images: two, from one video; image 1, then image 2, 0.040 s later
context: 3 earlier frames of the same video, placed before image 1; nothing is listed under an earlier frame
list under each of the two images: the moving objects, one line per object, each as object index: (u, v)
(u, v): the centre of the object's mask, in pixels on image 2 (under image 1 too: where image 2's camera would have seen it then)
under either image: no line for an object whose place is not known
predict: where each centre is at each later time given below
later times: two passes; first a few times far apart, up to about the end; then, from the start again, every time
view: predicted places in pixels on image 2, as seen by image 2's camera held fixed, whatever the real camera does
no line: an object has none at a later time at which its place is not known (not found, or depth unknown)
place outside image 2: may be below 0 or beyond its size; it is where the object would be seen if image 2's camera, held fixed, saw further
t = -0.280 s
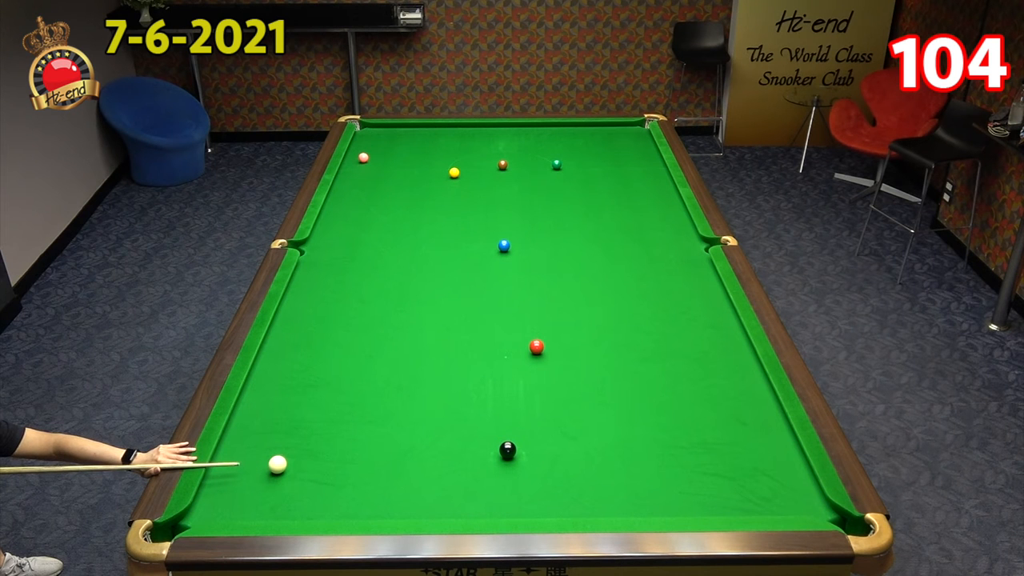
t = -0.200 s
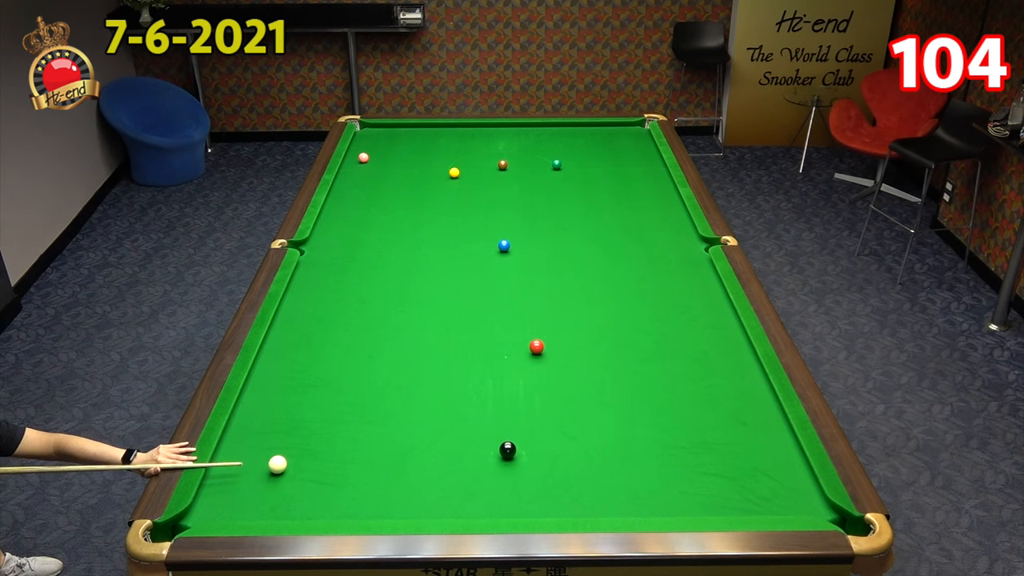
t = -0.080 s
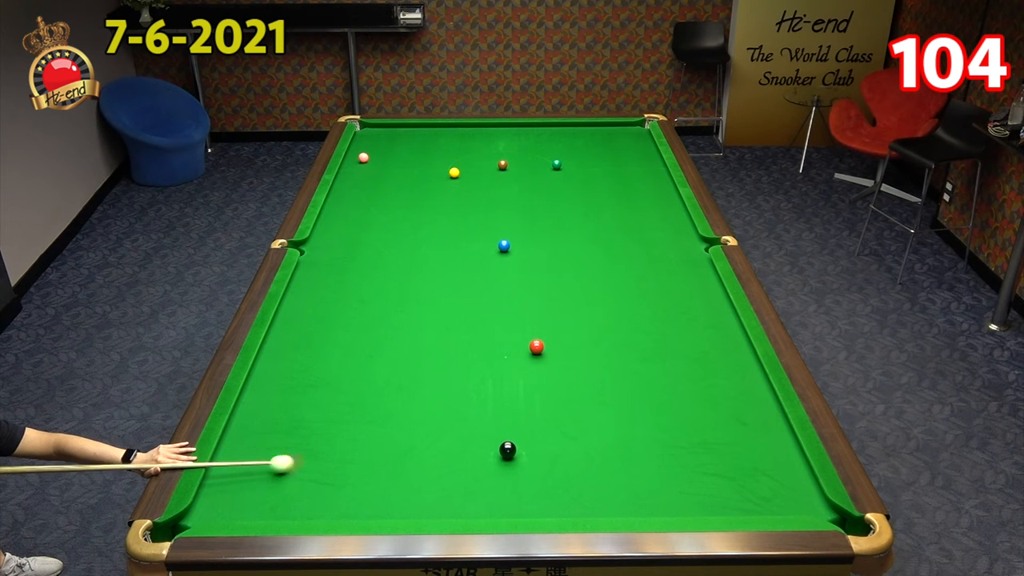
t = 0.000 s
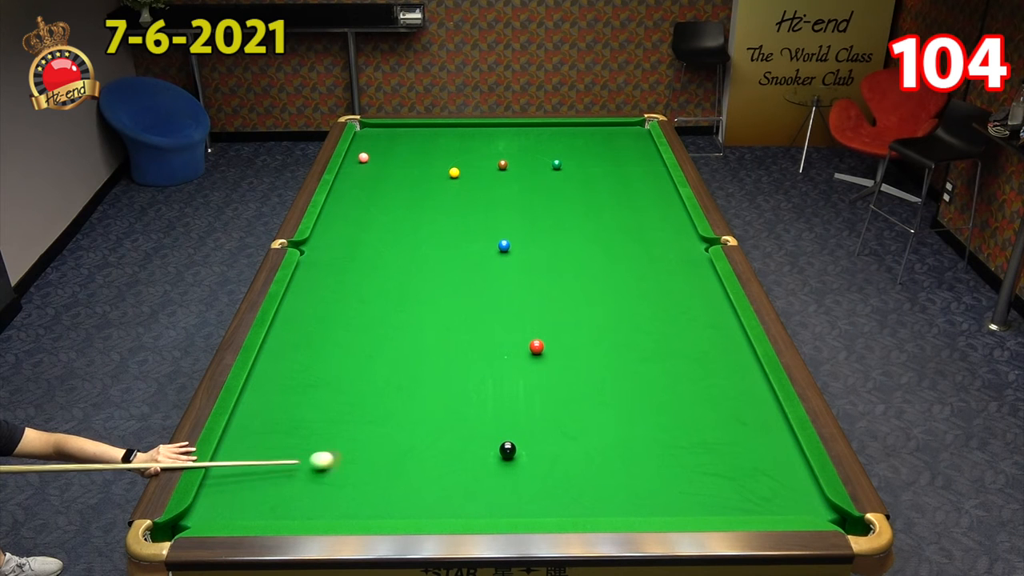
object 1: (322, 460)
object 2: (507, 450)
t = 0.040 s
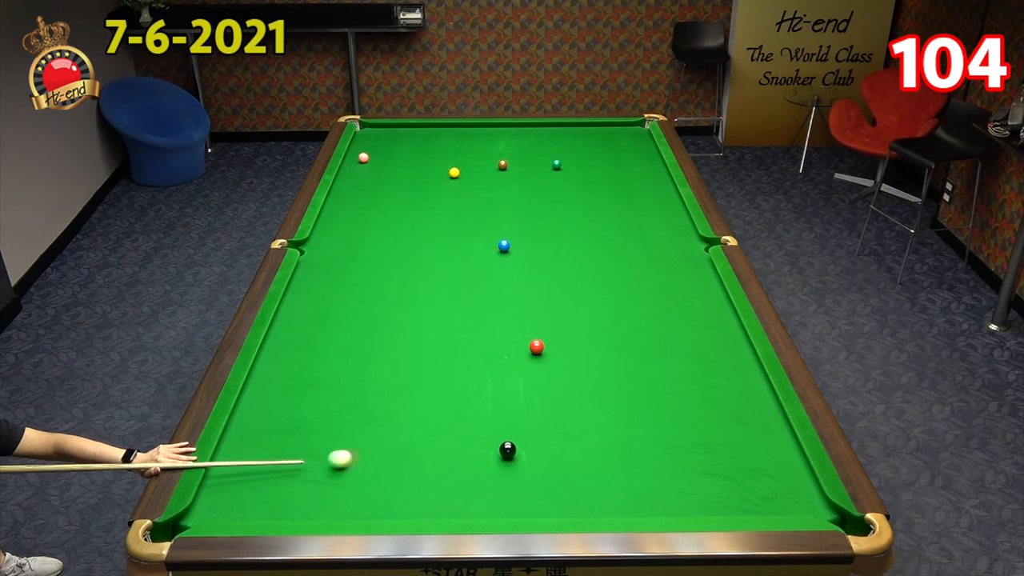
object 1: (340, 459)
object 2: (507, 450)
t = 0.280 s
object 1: (444, 449)
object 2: (507, 450)
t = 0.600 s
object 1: (517, 426)
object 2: (563, 462)
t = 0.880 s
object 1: (556, 404)
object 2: (627, 475)
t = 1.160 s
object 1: (591, 385)
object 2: (692, 489)
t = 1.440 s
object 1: (622, 368)
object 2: (757, 501)
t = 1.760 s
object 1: (654, 349)
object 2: (829, 515)
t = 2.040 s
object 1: (679, 335)
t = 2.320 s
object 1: (701, 323)
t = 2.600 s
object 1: (721, 311)
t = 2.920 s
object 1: (715, 302)
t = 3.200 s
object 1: (701, 295)
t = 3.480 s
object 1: (688, 289)
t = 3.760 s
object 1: (677, 284)
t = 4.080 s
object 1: (666, 279)
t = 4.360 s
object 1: (658, 275)
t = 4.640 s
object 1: (651, 272)
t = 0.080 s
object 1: (358, 457)
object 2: (507, 450)
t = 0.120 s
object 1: (375, 455)
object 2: (507, 450)
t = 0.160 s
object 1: (393, 454)
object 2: (507, 450)
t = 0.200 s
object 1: (410, 452)
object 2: (507, 450)
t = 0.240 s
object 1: (427, 451)
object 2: (507, 450)
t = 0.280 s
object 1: (444, 449)
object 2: (507, 450)
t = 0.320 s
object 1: (461, 448)
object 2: (507, 450)
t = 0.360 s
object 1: (477, 447)
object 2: (508, 450)
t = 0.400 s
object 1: (492, 444)
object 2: (510, 451)
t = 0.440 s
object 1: (496, 441)
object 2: (522, 453)
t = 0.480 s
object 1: (500, 437)
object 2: (533, 456)
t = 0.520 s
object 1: (506, 433)
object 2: (544, 458)
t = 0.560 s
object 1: (512, 430)
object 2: (554, 460)
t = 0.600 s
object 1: (517, 426)
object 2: (563, 462)
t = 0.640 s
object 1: (523, 423)
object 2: (572, 464)
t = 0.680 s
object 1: (529, 420)
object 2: (581, 466)
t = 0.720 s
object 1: (535, 416)
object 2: (590, 468)
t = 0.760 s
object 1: (540, 414)
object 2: (600, 470)
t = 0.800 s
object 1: (546, 411)
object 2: (609, 471)
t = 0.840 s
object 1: (551, 408)
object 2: (618, 474)
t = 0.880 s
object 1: (556, 404)
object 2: (627, 475)
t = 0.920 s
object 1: (562, 401)
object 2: (637, 477)
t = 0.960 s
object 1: (567, 399)
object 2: (646, 479)
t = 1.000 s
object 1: (572, 396)
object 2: (655, 481)
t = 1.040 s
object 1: (577, 393)
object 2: (664, 483)
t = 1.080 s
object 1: (581, 390)
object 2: (674, 484)
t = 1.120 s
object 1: (586, 388)
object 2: (683, 486)
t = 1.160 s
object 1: (591, 385)
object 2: (692, 489)
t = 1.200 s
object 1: (595, 383)
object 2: (702, 490)
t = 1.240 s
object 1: (600, 380)
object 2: (711, 492)
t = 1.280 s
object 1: (605, 377)
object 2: (720, 494)
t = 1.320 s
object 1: (609, 375)
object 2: (730, 496)
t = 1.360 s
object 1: (613, 372)
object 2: (739, 498)
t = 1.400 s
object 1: (618, 370)
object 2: (748, 500)
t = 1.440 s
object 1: (622, 368)
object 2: (757, 501)
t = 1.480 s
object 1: (626, 365)
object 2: (767, 503)
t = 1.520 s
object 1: (630, 363)
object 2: (776, 505)
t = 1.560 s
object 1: (634, 361)
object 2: (785, 506)
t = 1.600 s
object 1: (638, 358)
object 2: (794, 507)
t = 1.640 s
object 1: (642, 356)
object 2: (803, 508)
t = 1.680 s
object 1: (646, 354)
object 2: (813, 509)
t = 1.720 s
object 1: (650, 352)
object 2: (822, 512)
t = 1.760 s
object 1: (654, 349)
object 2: (829, 515)
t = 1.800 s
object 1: (657, 347)
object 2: (837, 520)
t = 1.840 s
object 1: (661, 345)
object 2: (844, 528)
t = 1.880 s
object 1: (665, 343)
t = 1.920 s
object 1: (668, 341)
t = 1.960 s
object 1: (672, 339)
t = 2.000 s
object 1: (675, 337)
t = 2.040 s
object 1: (679, 335)
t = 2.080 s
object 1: (682, 333)
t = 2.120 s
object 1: (685, 332)
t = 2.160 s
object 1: (689, 330)
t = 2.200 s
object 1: (692, 328)
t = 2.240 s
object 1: (695, 326)
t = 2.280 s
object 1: (698, 325)
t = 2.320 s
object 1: (701, 323)
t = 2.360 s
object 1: (704, 321)
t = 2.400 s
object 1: (707, 319)
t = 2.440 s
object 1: (710, 318)
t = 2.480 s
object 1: (713, 316)
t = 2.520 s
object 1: (716, 314)
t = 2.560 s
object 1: (718, 313)
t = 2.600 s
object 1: (721, 311)
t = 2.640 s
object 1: (724, 310)
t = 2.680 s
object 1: (726, 308)
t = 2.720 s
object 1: (727, 307)
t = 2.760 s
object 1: (724, 306)
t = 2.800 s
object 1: (722, 305)
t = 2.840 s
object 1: (719, 304)
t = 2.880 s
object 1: (717, 302)
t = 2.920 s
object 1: (715, 302)
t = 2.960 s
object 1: (713, 301)
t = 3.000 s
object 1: (711, 300)
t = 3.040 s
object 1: (709, 299)
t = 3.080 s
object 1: (707, 298)
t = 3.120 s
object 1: (705, 297)
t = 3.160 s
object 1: (703, 296)
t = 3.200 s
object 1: (701, 295)
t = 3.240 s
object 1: (699, 294)
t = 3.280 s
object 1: (697, 293)
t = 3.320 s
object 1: (695, 292)
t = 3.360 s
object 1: (694, 292)
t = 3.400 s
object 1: (692, 291)
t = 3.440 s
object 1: (690, 290)
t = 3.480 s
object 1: (688, 289)
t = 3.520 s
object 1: (687, 288)
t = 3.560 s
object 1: (685, 288)
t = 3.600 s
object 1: (683, 287)
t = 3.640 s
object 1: (682, 286)
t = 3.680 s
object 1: (680, 285)
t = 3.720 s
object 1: (679, 285)
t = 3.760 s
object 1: (677, 284)
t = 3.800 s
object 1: (676, 283)
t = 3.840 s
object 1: (674, 283)
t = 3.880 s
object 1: (673, 282)
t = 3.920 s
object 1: (672, 281)
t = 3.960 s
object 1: (670, 281)
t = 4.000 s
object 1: (669, 280)
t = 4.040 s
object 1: (668, 280)
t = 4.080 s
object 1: (666, 279)
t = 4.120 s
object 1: (665, 278)
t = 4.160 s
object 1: (664, 278)
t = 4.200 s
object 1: (662, 277)
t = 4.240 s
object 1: (661, 277)
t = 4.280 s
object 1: (660, 276)
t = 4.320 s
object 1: (659, 276)
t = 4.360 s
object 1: (658, 275)
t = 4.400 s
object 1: (657, 275)
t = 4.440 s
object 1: (656, 274)
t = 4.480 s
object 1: (655, 273)
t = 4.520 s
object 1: (654, 273)
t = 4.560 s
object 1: (653, 273)
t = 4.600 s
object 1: (652, 272)
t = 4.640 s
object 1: (651, 272)
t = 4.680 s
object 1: (650, 271)
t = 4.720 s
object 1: (649, 271)
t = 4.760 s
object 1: (648, 271)
